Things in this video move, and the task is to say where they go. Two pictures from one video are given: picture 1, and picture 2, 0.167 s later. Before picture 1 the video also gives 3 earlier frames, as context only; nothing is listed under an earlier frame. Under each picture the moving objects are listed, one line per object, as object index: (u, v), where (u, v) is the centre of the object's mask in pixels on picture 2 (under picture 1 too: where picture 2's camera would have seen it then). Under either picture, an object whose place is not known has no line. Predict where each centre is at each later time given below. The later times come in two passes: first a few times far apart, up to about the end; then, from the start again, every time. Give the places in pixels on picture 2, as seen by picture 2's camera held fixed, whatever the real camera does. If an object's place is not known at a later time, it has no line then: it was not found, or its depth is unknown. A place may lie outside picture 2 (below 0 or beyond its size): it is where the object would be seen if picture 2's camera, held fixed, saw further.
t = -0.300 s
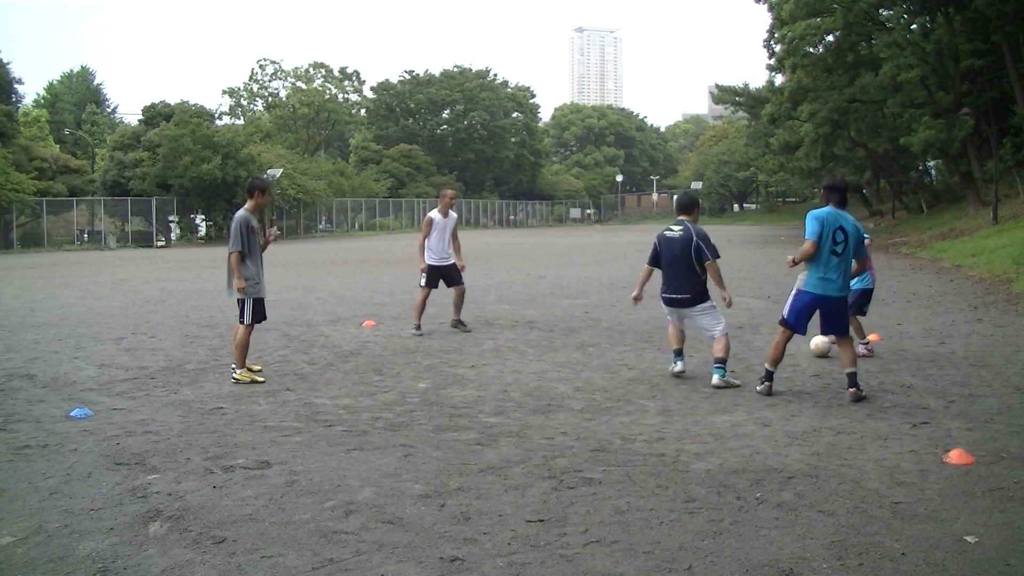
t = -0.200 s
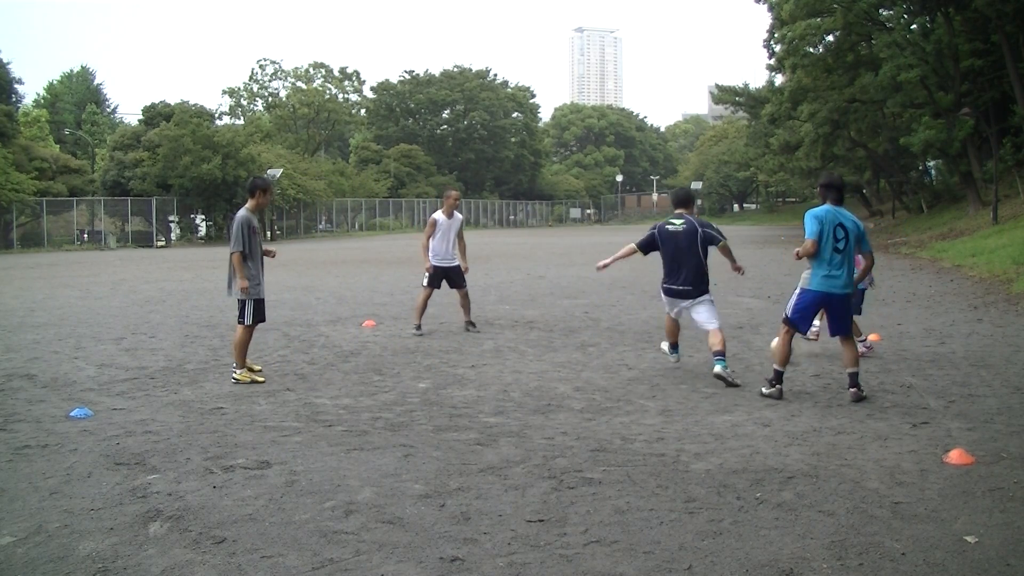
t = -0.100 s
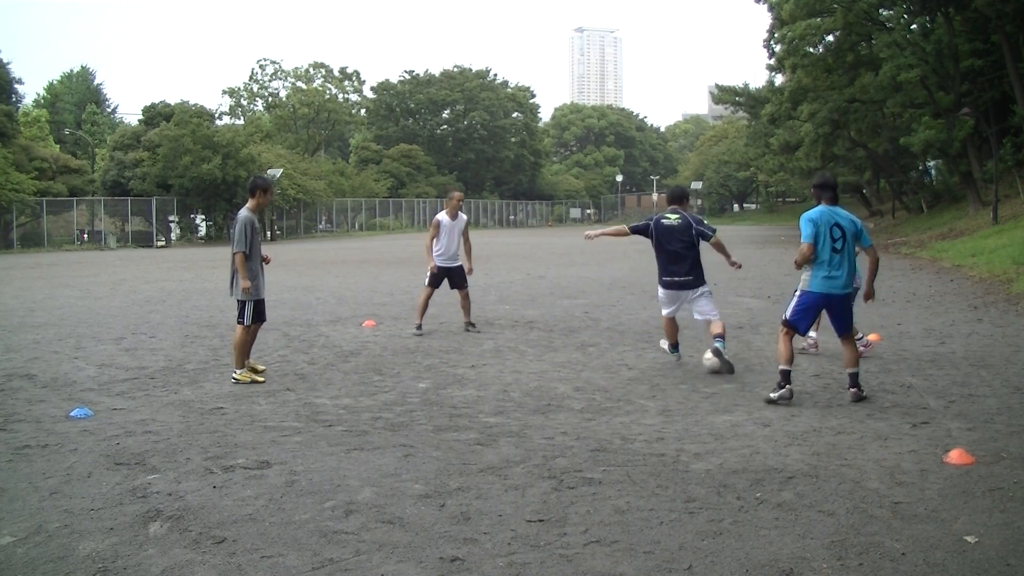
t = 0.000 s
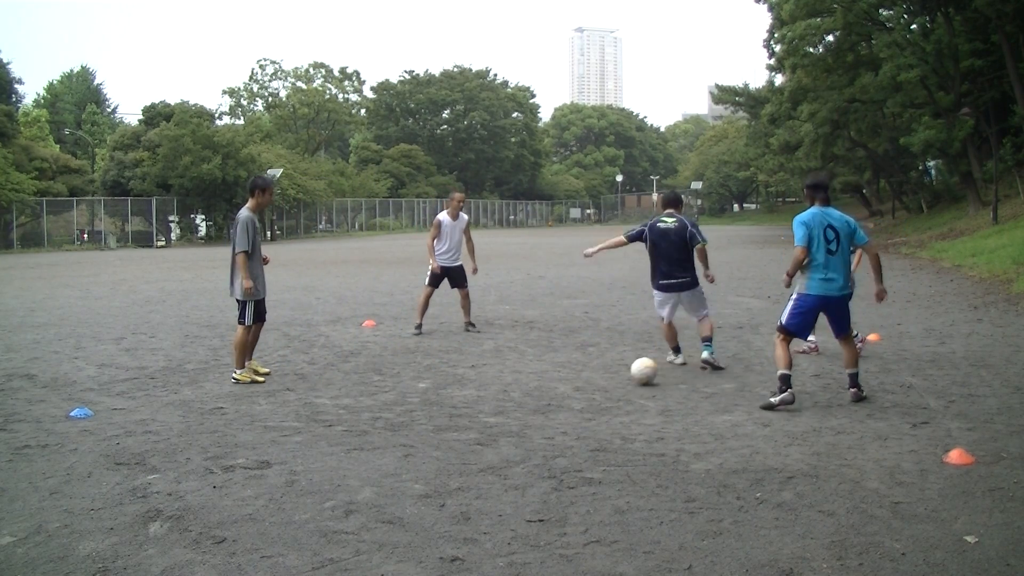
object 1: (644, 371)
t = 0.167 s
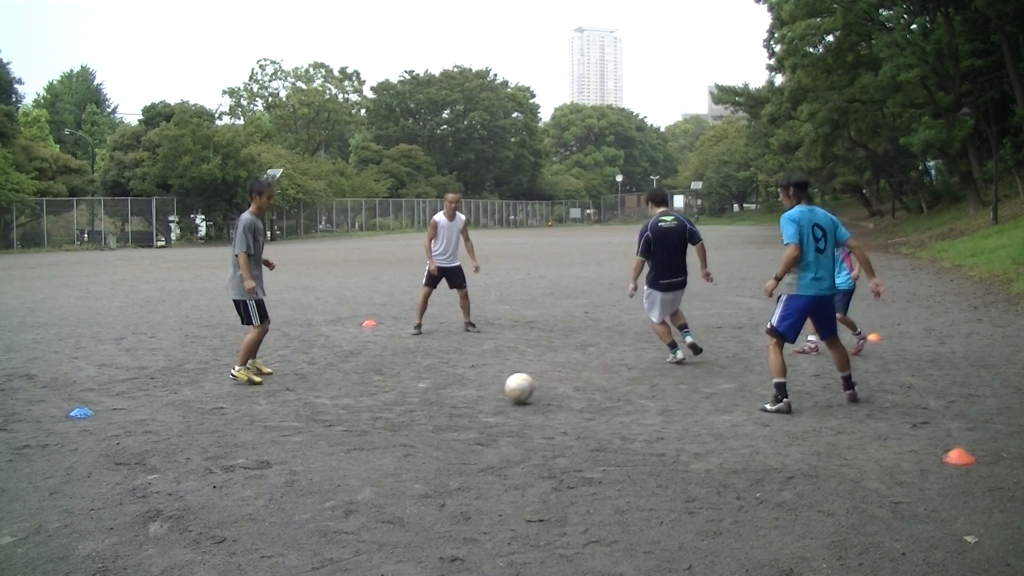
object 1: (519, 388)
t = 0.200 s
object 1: (493, 391)
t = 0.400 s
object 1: (338, 408)
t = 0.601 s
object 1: (168, 433)
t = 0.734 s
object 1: (42, 447)
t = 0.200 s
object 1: (493, 391)
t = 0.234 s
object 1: (469, 392)
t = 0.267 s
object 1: (443, 394)
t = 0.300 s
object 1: (418, 398)
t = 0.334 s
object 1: (391, 404)
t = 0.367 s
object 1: (364, 408)
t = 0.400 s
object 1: (338, 408)
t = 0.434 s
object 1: (312, 411)
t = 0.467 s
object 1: (285, 417)
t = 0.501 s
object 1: (256, 422)
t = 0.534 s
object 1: (227, 425)
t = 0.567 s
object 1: (198, 428)
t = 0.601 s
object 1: (168, 433)
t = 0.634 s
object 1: (137, 435)
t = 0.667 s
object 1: (106, 439)
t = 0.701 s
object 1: (74, 444)
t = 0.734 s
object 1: (42, 447)
